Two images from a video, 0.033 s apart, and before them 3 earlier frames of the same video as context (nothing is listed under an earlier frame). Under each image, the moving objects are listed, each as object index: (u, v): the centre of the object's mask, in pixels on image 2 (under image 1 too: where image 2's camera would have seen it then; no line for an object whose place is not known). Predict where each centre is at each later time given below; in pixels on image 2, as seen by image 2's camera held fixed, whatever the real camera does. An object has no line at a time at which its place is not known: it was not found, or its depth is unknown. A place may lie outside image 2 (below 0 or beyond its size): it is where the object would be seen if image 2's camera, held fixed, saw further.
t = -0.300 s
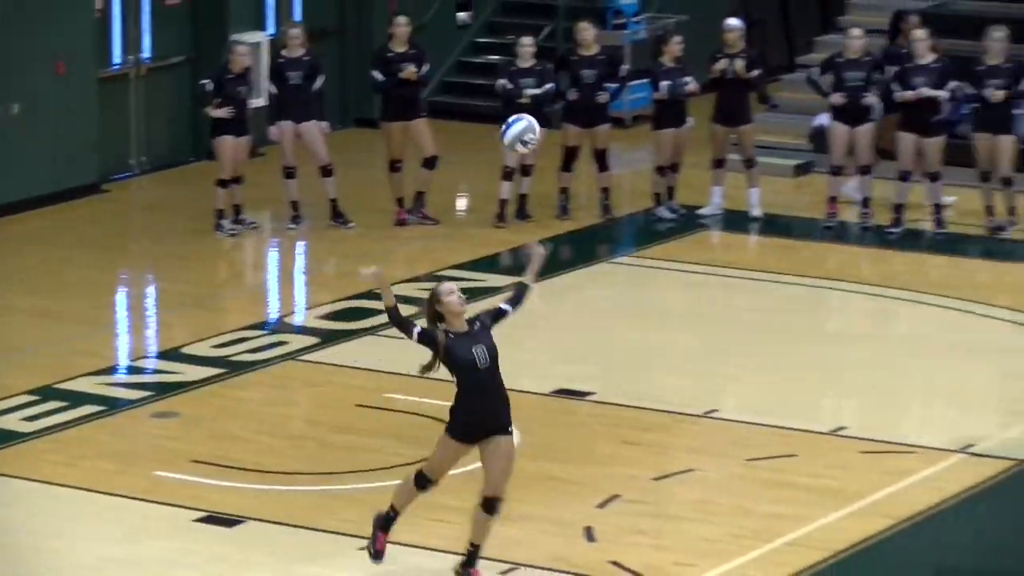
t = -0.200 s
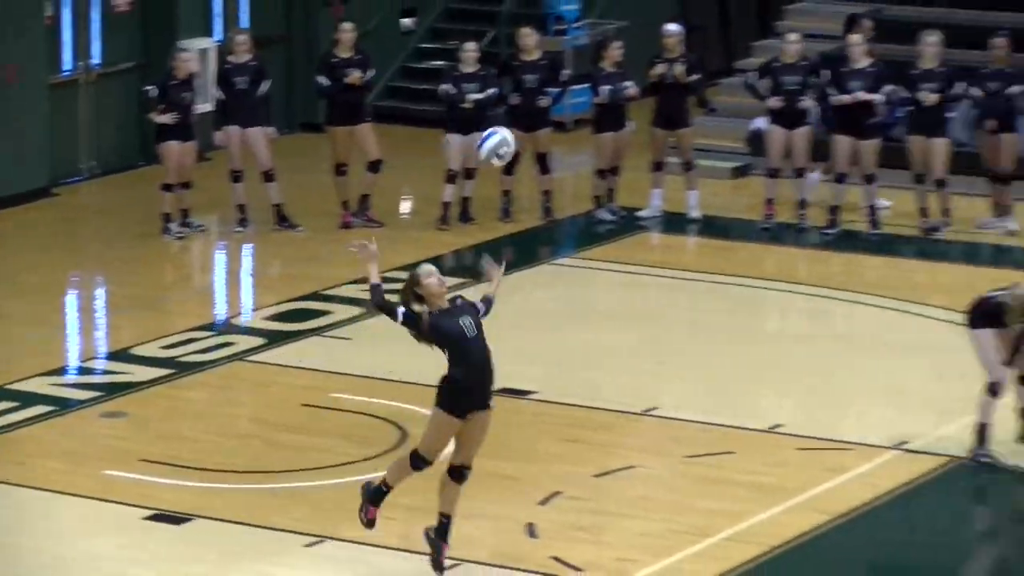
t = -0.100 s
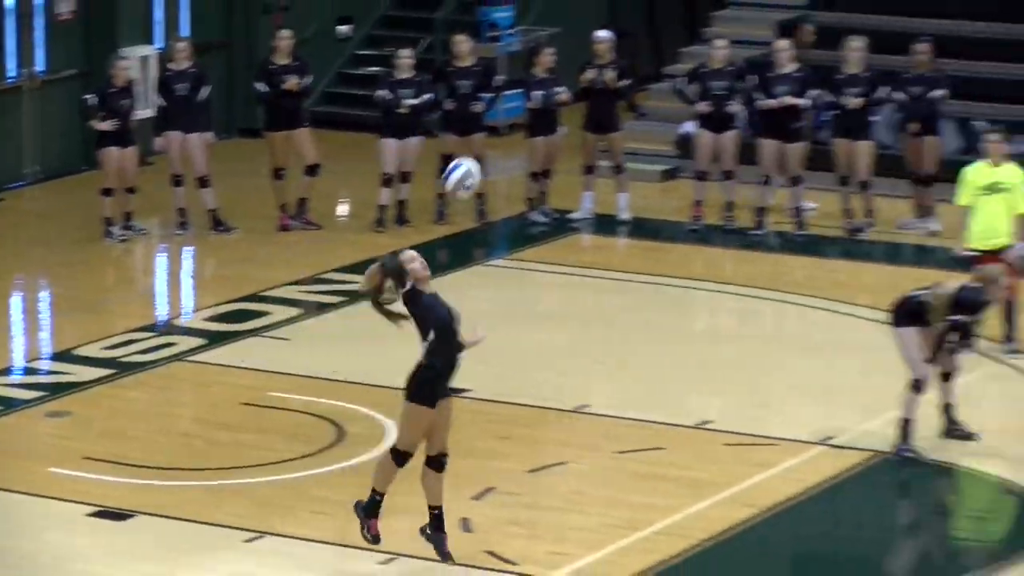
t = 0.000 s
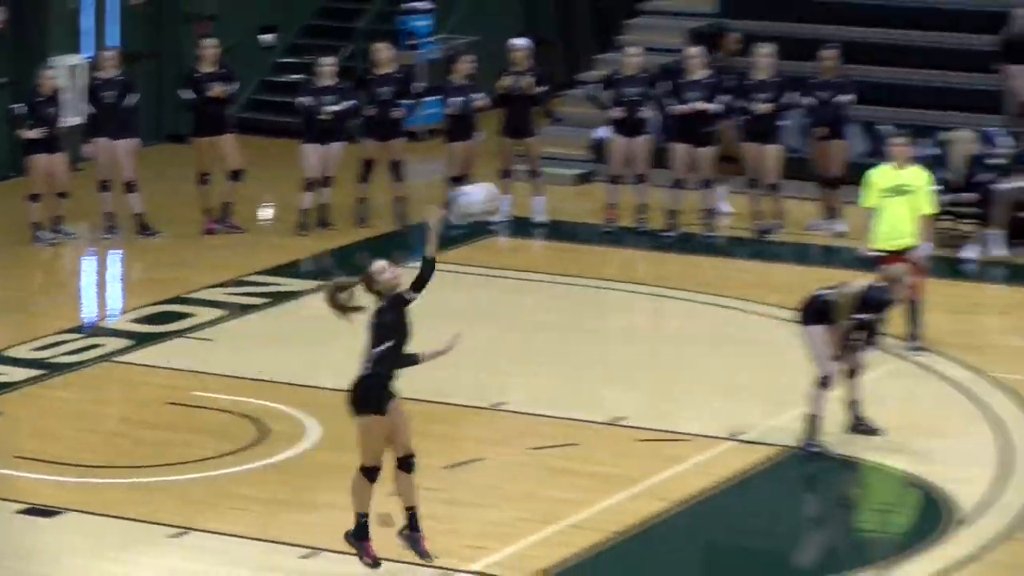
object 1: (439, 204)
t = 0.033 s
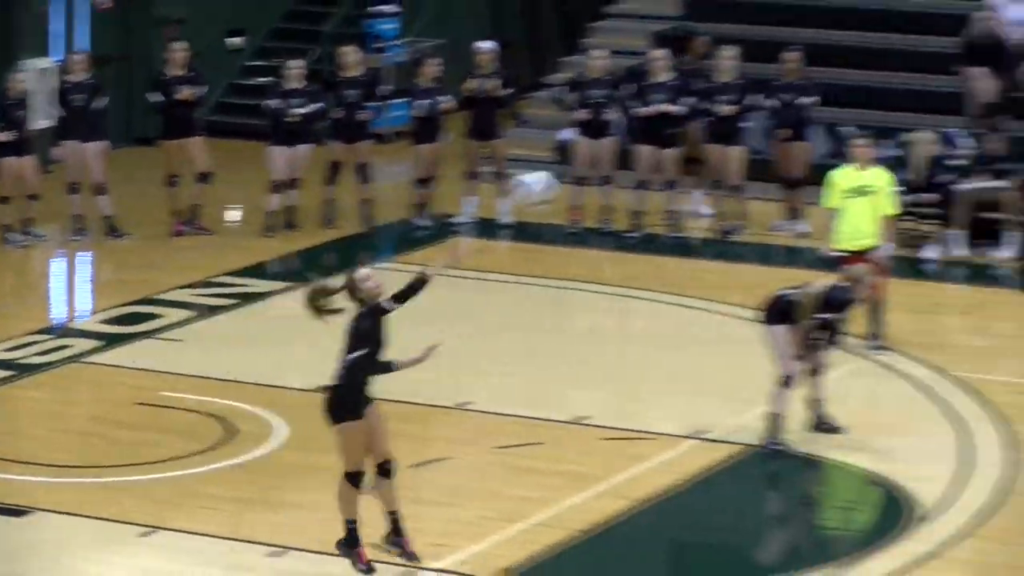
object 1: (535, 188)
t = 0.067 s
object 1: (627, 178)
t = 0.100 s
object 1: (721, 169)
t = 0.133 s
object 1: (815, 158)
